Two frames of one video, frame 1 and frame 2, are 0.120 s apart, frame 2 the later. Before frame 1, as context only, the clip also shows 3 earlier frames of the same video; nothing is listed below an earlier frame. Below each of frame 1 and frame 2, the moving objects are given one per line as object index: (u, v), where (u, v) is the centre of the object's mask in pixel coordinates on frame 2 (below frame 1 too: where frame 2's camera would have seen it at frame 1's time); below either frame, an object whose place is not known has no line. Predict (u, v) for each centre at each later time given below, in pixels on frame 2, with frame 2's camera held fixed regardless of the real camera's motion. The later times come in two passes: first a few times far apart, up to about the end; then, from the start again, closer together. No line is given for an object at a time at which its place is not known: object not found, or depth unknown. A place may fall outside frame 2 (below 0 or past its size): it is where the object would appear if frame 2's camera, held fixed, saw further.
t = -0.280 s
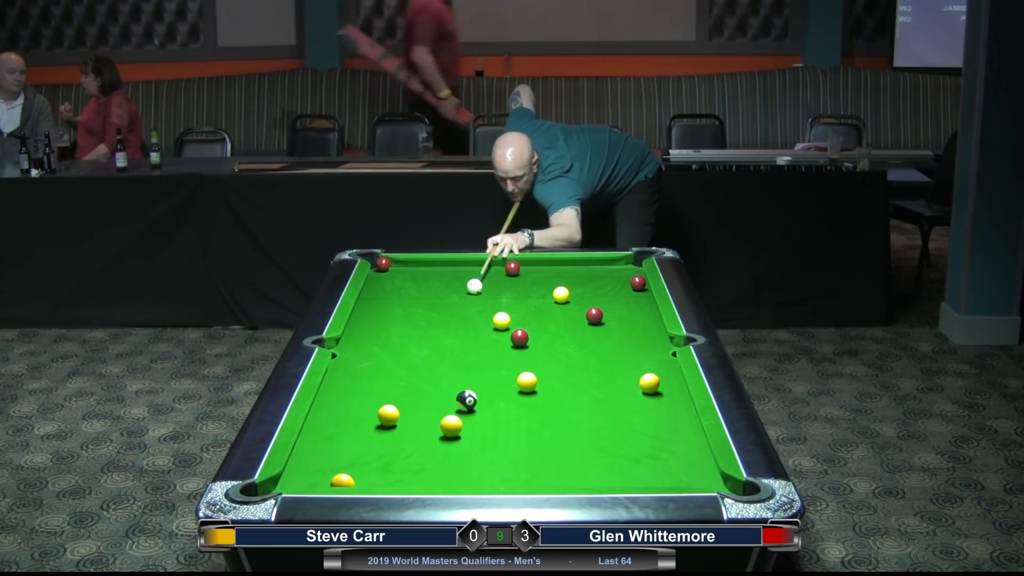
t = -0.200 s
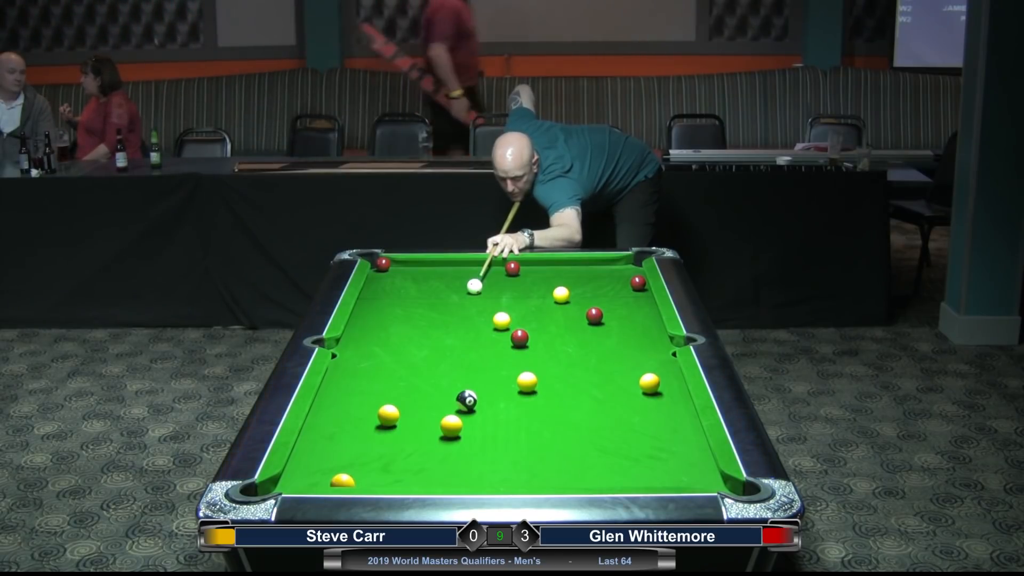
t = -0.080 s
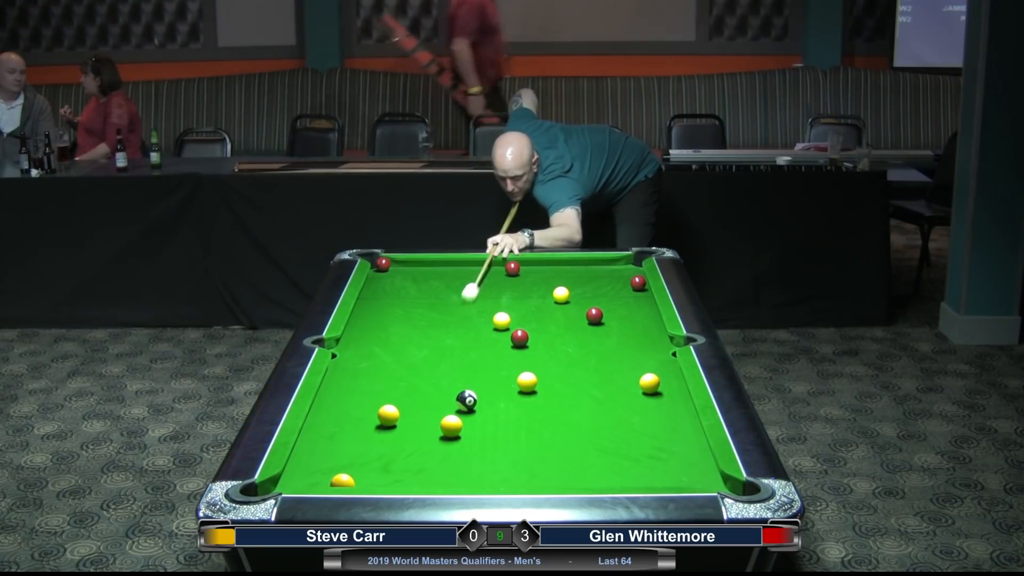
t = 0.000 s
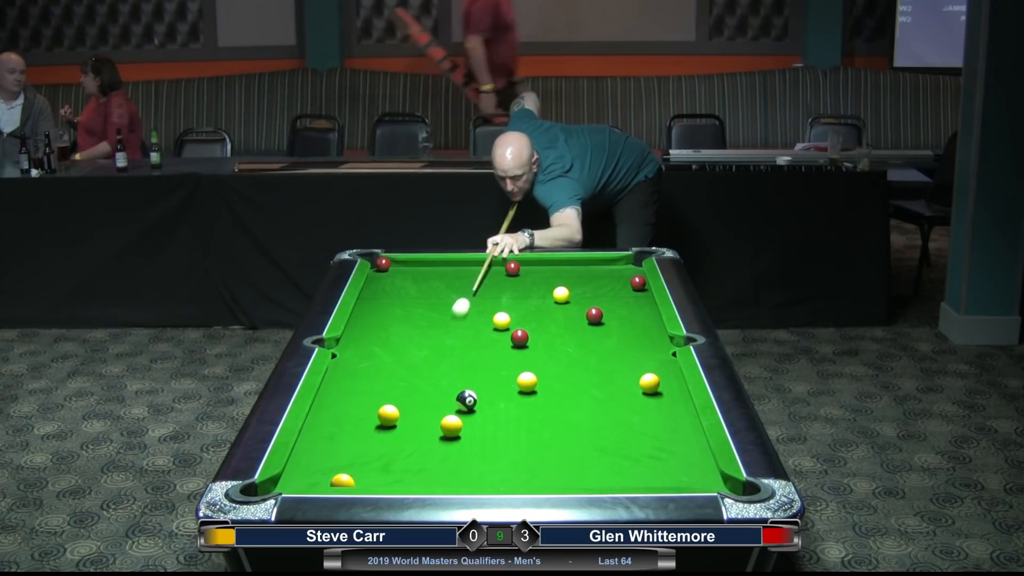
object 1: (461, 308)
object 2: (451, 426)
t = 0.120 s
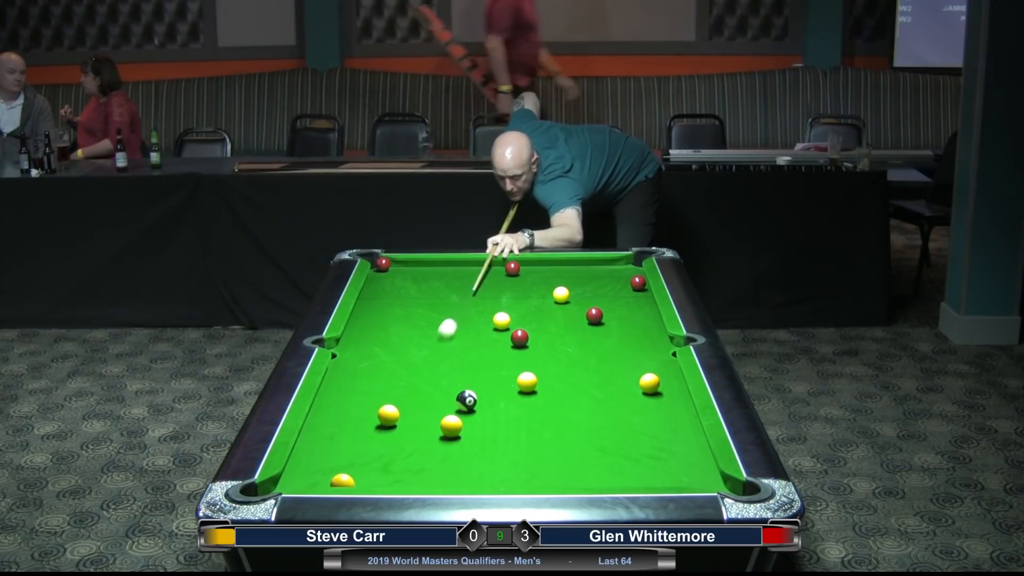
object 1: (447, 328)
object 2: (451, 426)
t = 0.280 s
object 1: (428, 359)
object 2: (451, 426)
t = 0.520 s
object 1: (403, 409)
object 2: (451, 426)
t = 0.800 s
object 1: (429, 426)
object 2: (453, 426)
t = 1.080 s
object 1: (424, 441)
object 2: (472, 429)
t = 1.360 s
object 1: (420, 455)
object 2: (487, 431)
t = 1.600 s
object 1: (416, 466)
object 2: (499, 432)
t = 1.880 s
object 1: (410, 477)
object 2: (509, 434)
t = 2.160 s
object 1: (407, 482)
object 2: (515, 435)
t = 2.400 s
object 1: (407, 480)
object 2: (519, 435)
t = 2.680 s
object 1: (407, 477)
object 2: (520, 436)
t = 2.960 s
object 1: (407, 476)
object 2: (520, 436)
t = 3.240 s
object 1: (407, 476)
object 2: (520, 436)
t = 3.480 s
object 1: (407, 476)
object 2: (520, 436)
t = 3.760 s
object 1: (407, 476)
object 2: (520, 436)
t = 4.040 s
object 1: (407, 476)
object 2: (520, 436)
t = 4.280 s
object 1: (407, 476)
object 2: (520, 436)
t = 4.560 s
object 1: (407, 476)
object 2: (520, 436)
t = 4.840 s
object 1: (407, 476)
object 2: (520, 436)
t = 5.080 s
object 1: (407, 476)
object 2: (520, 436)
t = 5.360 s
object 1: (407, 476)
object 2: (520, 436)
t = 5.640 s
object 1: (407, 476)
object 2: (520, 436)
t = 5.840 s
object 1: (407, 476)
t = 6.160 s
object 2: (520, 436)
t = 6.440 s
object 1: (407, 476)
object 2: (520, 436)
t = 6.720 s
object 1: (407, 476)
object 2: (520, 436)
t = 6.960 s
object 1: (407, 476)
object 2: (520, 436)
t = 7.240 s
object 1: (407, 476)
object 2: (520, 436)
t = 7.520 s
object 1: (407, 476)
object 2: (520, 436)
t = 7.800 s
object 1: (407, 476)
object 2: (520, 436)
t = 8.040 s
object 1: (407, 476)
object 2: (520, 436)
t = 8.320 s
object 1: (407, 476)
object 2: (520, 436)
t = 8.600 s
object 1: (407, 476)
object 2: (520, 436)
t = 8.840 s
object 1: (407, 476)
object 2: (520, 436)
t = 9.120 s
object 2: (520, 436)
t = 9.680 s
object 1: (407, 476)
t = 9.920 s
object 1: (407, 476)
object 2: (520, 436)
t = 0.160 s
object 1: (443, 336)
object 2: (451, 426)
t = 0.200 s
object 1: (438, 343)
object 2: (451, 426)
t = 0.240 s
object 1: (433, 351)
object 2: (451, 426)
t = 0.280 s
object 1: (428, 359)
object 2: (451, 426)
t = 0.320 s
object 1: (423, 367)
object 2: (451, 426)
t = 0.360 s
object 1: (417, 377)
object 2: (451, 426)
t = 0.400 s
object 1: (412, 385)
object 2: (451, 426)
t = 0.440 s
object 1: (406, 395)
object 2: (451, 426)
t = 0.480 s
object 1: (402, 403)
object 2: (451, 426)
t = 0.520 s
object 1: (403, 409)
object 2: (451, 426)
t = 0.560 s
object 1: (409, 410)
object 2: (451, 426)
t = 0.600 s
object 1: (413, 412)
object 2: (451, 426)
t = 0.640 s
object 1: (417, 415)
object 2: (451, 426)
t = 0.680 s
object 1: (421, 418)
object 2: (451, 426)
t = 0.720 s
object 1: (424, 420)
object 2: (451, 426)
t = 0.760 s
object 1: (428, 424)
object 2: (451, 426)
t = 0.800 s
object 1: (429, 426)
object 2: (453, 426)
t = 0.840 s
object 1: (428, 429)
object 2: (456, 426)
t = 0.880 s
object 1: (428, 431)
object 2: (459, 427)
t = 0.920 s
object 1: (427, 433)
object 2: (461, 427)
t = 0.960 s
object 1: (426, 435)
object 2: (464, 428)
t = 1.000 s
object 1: (426, 437)
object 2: (467, 428)
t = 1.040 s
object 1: (425, 440)
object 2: (469, 428)
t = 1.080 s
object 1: (424, 441)
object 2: (472, 429)
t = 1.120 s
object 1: (424, 444)
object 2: (474, 429)
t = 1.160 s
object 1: (423, 445)
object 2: (476, 429)
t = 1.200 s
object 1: (423, 447)
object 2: (479, 430)
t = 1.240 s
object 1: (422, 449)
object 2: (481, 430)
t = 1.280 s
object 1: (421, 451)
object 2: (483, 430)
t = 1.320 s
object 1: (421, 453)
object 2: (485, 431)
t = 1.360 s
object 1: (420, 455)
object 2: (487, 431)
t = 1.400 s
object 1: (419, 457)
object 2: (489, 431)
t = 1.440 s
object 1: (418, 459)
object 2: (491, 431)
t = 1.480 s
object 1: (418, 461)
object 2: (493, 432)
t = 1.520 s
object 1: (417, 463)
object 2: (495, 432)
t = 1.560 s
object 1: (416, 464)
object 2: (497, 432)
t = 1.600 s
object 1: (416, 466)
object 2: (499, 432)
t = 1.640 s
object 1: (415, 468)
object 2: (500, 433)
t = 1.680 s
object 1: (414, 470)
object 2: (502, 433)
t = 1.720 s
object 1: (413, 472)
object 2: (503, 433)
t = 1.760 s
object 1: (412, 474)
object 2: (505, 433)
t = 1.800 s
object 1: (412, 475)
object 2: (506, 433)
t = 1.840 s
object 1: (411, 476)
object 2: (507, 434)
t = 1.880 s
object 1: (410, 477)
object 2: (509, 434)
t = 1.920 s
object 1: (410, 478)
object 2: (510, 434)
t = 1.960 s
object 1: (409, 479)
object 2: (511, 434)
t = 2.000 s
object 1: (408, 480)
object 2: (512, 435)
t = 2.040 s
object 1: (408, 480)
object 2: (513, 435)
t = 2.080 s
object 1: (407, 481)
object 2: (514, 435)
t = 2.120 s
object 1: (407, 482)
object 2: (514, 435)
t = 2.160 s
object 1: (407, 482)
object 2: (515, 435)
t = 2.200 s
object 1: (406, 481)
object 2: (516, 435)
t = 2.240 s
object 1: (407, 481)
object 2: (517, 435)
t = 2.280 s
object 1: (407, 481)
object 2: (517, 435)
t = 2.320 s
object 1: (407, 480)
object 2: (518, 435)
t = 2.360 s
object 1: (407, 480)
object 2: (518, 435)
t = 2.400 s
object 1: (407, 480)
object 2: (519, 435)
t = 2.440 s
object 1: (407, 479)
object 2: (519, 436)
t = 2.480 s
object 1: (407, 479)
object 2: (519, 436)
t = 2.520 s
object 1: (407, 478)
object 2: (520, 436)
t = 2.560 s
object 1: (407, 478)
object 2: (520, 436)
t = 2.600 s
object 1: (407, 478)
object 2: (520, 436)
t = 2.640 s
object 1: (407, 477)
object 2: (520, 436)
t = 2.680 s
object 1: (407, 477)
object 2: (520, 436)
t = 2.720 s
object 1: (407, 477)
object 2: (520, 436)
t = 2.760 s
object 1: (407, 477)
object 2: (520, 436)
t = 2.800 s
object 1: (407, 476)
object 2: (520, 436)
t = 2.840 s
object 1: (407, 476)
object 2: (520, 436)
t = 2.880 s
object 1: (407, 476)
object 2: (520, 436)
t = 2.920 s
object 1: (407, 476)
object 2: (520, 436)
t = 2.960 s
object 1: (407, 476)
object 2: (520, 436)
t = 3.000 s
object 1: (407, 476)
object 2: (520, 436)
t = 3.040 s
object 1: (407, 476)
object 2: (520, 436)
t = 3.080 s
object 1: (407, 476)
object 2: (520, 436)
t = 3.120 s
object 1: (407, 476)
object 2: (520, 436)
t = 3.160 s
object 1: (407, 476)
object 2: (520, 436)
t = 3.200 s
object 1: (407, 476)
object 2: (519, 436)
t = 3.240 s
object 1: (407, 476)
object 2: (520, 436)
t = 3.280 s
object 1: (407, 476)
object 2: (520, 436)
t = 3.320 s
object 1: (407, 476)
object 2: (520, 436)
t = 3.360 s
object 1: (407, 476)
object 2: (520, 436)
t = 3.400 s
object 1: (407, 476)
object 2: (520, 436)
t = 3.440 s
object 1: (407, 476)
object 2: (520, 436)
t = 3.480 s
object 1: (407, 476)
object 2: (520, 436)
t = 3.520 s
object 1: (407, 476)
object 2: (520, 436)
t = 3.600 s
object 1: (407, 476)
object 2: (519, 436)
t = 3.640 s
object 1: (407, 476)
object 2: (520, 436)
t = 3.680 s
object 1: (407, 476)
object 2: (520, 436)
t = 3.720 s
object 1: (407, 476)
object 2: (520, 436)
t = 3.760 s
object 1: (407, 476)
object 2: (520, 436)
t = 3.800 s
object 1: (407, 476)
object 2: (520, 436)
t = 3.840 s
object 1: (407, 476)
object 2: (520, 436)
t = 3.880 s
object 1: (407, 476)
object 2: (520, 436)
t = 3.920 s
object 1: (407, 476)
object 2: (520, 436)
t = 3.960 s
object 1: (407, 476)
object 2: (520, 436)
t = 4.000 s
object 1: (407, 476)
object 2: (520, 436)
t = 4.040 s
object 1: (407, 476)
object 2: (520, 436)
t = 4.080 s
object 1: (407, 476)
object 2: (520, 436)
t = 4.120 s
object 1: (407, 476)
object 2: (520, 436)
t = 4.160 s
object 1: (407, 476)
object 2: (520, 436)
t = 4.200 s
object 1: (407, 476)
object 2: (520, 436)
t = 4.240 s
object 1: (407, 476)
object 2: (520, 436)
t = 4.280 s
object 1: (407, 476)
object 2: (520, 436)
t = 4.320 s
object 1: (407, 476)
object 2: (520, 436)
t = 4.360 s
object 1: (407, 476)
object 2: (520, 436)
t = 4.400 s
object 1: (407, 476)
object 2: (520, 436)
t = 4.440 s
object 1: (407, 476)
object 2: (520, 436)
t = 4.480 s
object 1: (407, 476)
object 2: (520, 436)
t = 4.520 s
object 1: (407, 476)
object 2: (520, 436)
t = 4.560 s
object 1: (407, 476)
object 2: (520, 436)
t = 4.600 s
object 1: (407, 476)
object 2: (520, 436)
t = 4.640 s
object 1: (407, 476)
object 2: (520, 436)
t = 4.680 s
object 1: (407, 476)
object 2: (520, 436)
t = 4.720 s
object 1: (407, 476)
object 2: (520, 436)
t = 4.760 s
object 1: (407, 476)
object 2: (520, 436)
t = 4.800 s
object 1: (407, 476)
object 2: (520, 436)
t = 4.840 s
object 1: (407, 476)
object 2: (520, 436)
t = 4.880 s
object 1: (407, 476)
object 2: (520, 436)
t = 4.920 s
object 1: (407, 476)
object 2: (520, 436)
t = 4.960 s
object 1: (407, 476)
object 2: (520, 436)
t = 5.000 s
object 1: (407, 476)
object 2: (520, 436)
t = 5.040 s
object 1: (407, 476)
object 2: (520, 436)
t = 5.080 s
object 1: (407, 476)
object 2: (520, 436)
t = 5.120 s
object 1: (407, 476)
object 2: (520, 436)
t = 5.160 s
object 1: (407, 476)
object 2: (520, 436)
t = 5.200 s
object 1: (407, 476)
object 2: (520, 436)
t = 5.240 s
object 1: (407, 476)
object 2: (520, 436)
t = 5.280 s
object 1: (407, 476)
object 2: (520, 436)
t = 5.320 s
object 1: (407, 476)
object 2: (520, 436)
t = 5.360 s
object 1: (407, 476)
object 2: (520, 436)
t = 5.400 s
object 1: (407, 476)
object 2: (520, 436)
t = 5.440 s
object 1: (407, 476)
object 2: (520, 436)
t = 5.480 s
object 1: (407, 476)
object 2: (520, 436)
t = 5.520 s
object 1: (407, 476)
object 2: (520, 436)
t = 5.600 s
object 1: (407, 476)
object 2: (520, 436)
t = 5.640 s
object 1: (407, 476)
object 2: (520, 436)
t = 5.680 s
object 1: (407, 476)
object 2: (520, 436)
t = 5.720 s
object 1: (407, 476)
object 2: (517, 436)
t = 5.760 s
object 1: (406, 476)
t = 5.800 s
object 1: (407, 476)
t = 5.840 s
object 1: (407, 476)
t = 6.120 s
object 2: (520, 436)
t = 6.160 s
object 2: (520, 436)
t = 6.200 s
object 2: (520, 436)
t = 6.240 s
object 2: (520, 436)
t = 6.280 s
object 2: (520, 436)
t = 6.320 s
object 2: (520, 436)
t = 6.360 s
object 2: (520, 436)
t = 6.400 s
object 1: (409, 476)
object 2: (520, 436)
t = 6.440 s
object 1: (407, 476)
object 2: (520, 436)
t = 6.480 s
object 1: (407, 476)
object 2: (520, 436)
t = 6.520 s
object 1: (407, 476)
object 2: (520, 436)
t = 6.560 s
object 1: (407, 476)
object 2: (520, 436)
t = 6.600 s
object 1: (407, 476)
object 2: (520, 436)
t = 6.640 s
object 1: (407, 476)
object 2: (520, 436)
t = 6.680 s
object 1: (407, 476)
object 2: (520, 436)
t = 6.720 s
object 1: (407, 476)
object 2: (520, 436)
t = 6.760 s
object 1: (407, 476)
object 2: (520, 436)
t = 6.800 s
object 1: (407, 476)
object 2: (520, 436)
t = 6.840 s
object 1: (407, 476)
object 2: (520, 436)
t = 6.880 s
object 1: (407, 476)
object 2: (520, 436)
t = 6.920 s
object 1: (407, 476)
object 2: (520, 436)
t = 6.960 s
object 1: (407, 476)
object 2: (520, 436)
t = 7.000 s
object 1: (407, 476)
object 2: (520, 436)
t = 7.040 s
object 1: (407, 476)
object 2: (520, 436)
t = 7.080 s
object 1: (407, 476)
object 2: (520, 436)
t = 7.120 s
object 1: (407, 476)
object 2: (520, 436)
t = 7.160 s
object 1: (407, 476)
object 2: (520, 436)
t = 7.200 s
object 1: (407, 476)
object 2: (520, 436)
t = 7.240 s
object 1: (407, 476)
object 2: (520, 436)
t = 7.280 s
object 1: (407, 476)
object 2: (520, 436)
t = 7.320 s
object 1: (407, 476)
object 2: (520, 436)
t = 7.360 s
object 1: (407, 476)
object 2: (520, 436)
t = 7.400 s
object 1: (406, 476)
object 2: (520, 436)
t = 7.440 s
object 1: (407, 476)
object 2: (520, 436)
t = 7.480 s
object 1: (407, 476)
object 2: (520, 436)
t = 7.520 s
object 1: (407, 476)
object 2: (520, 436)
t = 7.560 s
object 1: (407, 476)
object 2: (520, 436)
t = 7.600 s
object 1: (407, 476)
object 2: (520, 436)
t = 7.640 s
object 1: (407, 476)
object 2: (520, 436)
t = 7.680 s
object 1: (407, 476)
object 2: (520, 436)
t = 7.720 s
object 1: (406, 476)
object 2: (520, 436)
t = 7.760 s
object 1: (407, 476)
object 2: (520, 436)
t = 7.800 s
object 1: (407, 476)
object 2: (520, 436)
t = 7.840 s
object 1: (407, 476)
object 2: (520, 436)
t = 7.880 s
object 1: (407, 476)
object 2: (520, 436)
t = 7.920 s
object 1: (407, 476)
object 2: (520, 436)
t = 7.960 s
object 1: (407, 476)
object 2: (520, 436)
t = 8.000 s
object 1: (407, 476)
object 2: (520, 436)
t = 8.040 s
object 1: (407, 476)
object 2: (520, 436)
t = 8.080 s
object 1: (407, 476)
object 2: (520, 436)
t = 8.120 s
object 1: (407, 476)
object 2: (520, 436)
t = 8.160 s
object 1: (407, 476)
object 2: (520, 436)
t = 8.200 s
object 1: (407, 476)
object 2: (520, 436)
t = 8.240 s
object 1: (407, 476)
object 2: (520, 436)
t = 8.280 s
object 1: (407, 476)
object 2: (520, 436)
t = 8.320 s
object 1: (407, 476)
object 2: (520, 436)
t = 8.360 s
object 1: (407, 476)
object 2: (520, 436)
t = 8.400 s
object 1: (407, 476)
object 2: (520, 436)
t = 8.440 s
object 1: (407, 476)
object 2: (520, 436)
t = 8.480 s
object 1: (407, 476)
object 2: (520, 436)
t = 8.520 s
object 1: (407, 476)
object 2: (520, 436)
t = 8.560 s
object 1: (407, 476)
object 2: (520, 436)
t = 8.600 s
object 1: (407, 476)
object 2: (520, 436)
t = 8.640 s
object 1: (407, 476)
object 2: (520, 436)
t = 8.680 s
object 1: (407, 476)
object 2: (520, 436)
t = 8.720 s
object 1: (407, 476)
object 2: (520, 436)
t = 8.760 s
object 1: (407, 476)
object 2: (520, 436)
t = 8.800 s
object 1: (407, 476)
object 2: (520, 436)
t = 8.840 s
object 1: (407, 476)
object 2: (520, 436)
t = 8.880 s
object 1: (407, 476)
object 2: (520, 436)
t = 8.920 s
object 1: (407, 476)
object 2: (520, 436)
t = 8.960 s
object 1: (407, 476)
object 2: (520, 436)
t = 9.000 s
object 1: (409, 476)
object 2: (520, 436)
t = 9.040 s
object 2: (520, 436)
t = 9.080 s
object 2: (520, 436)
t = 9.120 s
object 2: (520, 436)
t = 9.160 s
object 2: (520, 436)
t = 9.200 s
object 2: (524, 433)
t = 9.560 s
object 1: (407, 476)
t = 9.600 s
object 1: (407, 476)
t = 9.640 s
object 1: (407, 476)
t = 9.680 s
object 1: (407, 476)
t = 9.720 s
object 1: (407, 476)
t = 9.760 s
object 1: (407, 476)
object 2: (519, 436)
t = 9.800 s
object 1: (407, 476)
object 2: (520, 436)
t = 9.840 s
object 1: (407, 476)
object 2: (520, 436)
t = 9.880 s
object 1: (407, 476)
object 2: (520, 436)
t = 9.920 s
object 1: (407, 476)
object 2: (520, 436)
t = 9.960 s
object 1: (407, 476)
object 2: (520, 436)
